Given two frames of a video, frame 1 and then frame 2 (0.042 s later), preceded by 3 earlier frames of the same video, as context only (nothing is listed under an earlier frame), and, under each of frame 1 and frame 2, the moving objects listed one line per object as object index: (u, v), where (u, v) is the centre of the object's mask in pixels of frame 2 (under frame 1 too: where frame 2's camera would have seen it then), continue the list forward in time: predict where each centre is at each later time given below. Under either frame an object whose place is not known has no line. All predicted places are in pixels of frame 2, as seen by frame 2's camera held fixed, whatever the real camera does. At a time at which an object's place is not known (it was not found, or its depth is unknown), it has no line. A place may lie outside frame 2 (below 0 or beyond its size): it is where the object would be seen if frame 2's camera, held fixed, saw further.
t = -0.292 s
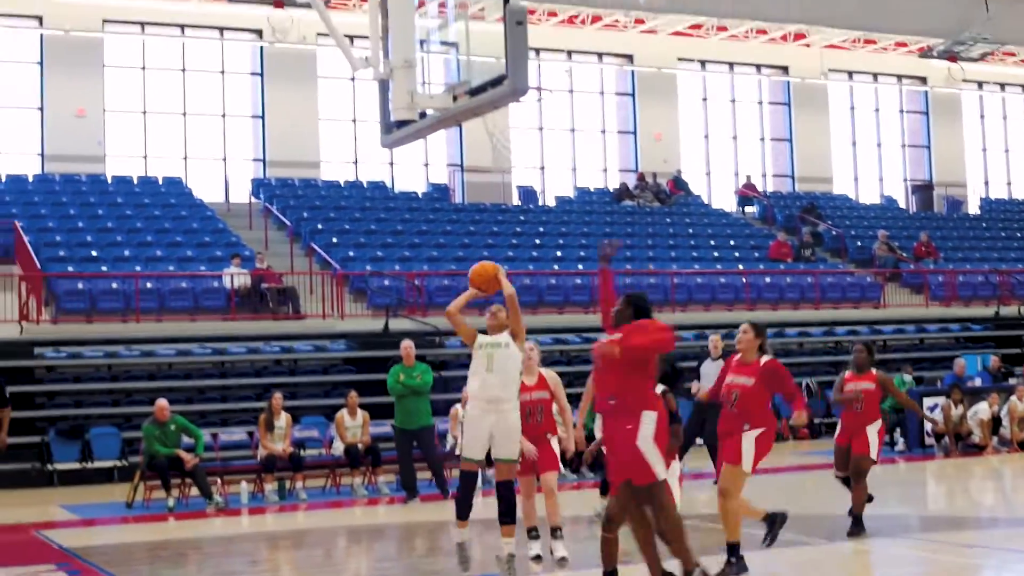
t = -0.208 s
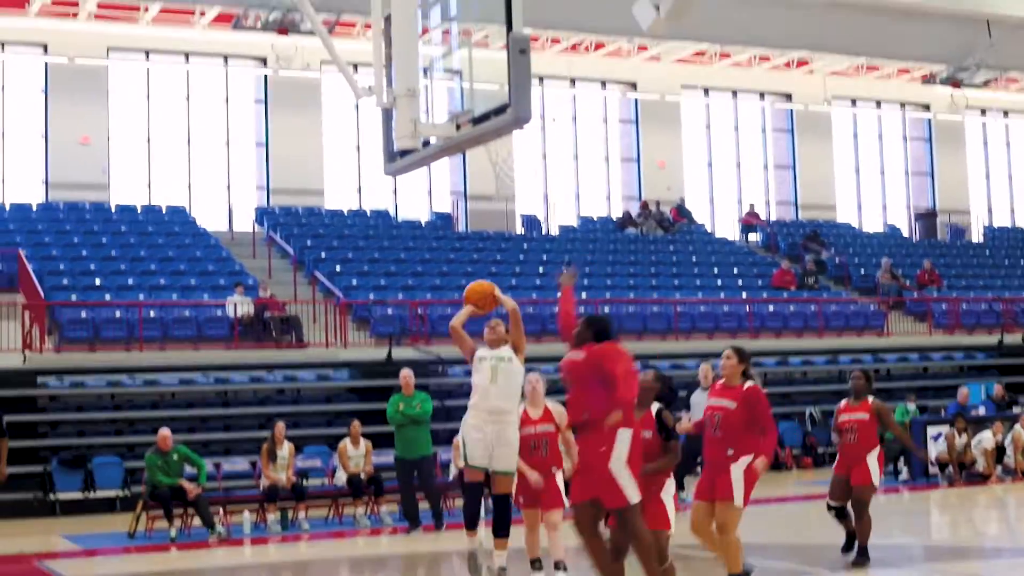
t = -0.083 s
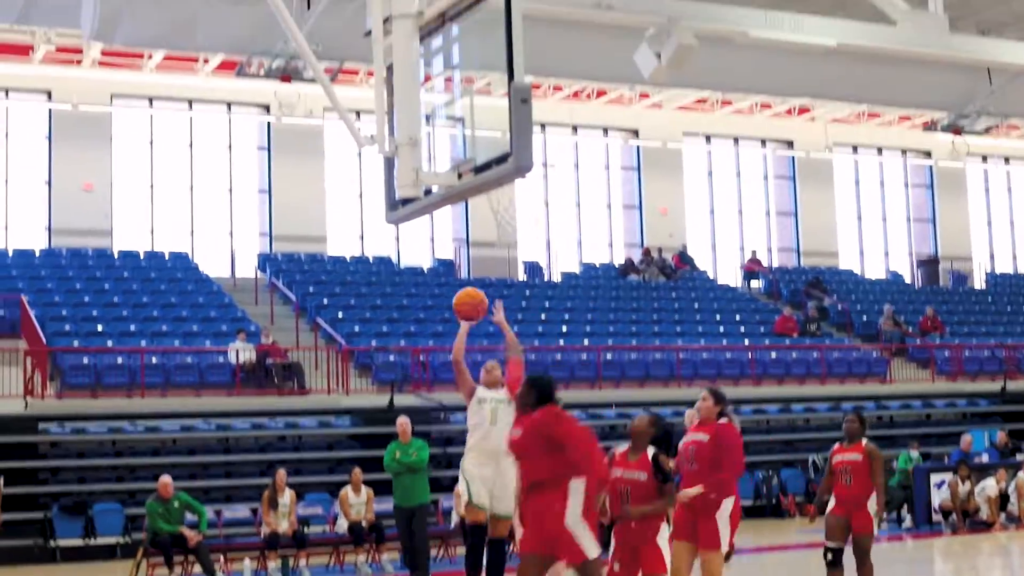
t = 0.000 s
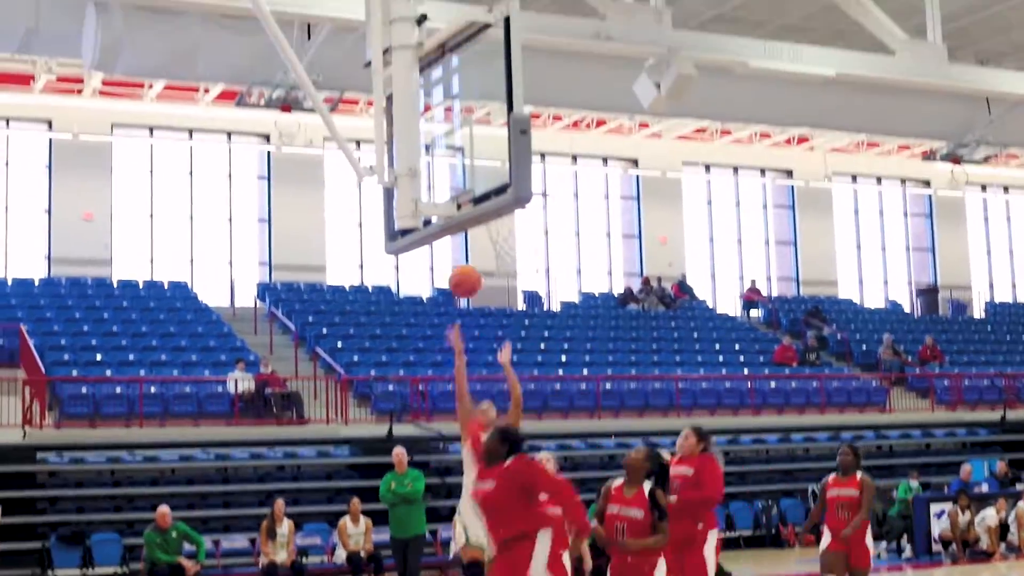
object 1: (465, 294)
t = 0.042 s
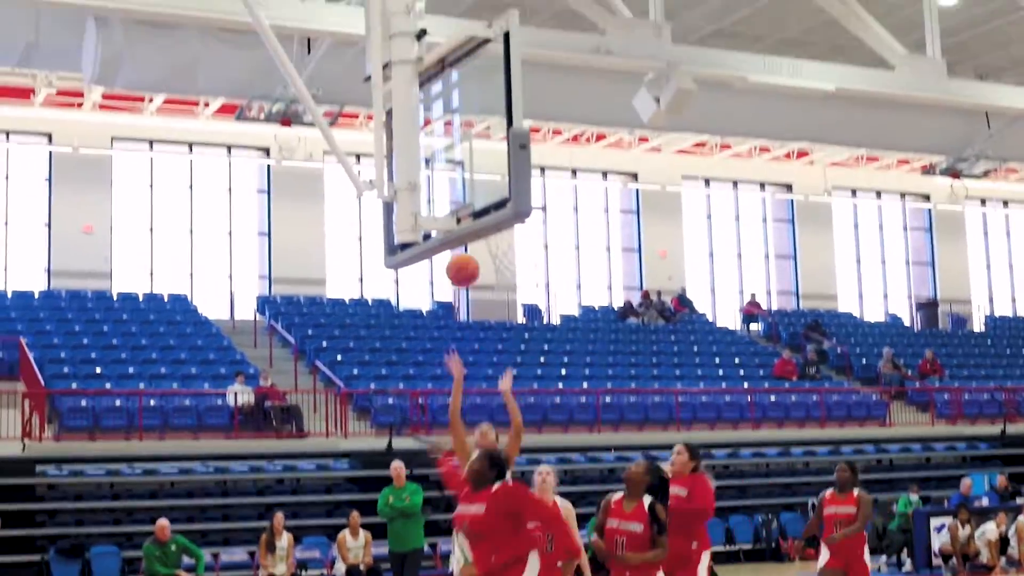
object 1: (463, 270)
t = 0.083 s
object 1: (464, 256)
